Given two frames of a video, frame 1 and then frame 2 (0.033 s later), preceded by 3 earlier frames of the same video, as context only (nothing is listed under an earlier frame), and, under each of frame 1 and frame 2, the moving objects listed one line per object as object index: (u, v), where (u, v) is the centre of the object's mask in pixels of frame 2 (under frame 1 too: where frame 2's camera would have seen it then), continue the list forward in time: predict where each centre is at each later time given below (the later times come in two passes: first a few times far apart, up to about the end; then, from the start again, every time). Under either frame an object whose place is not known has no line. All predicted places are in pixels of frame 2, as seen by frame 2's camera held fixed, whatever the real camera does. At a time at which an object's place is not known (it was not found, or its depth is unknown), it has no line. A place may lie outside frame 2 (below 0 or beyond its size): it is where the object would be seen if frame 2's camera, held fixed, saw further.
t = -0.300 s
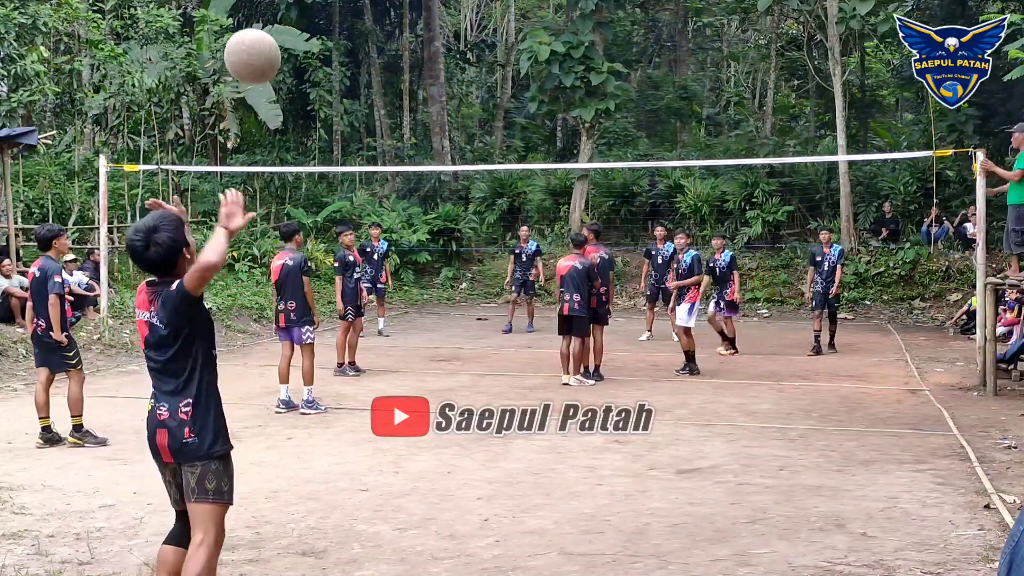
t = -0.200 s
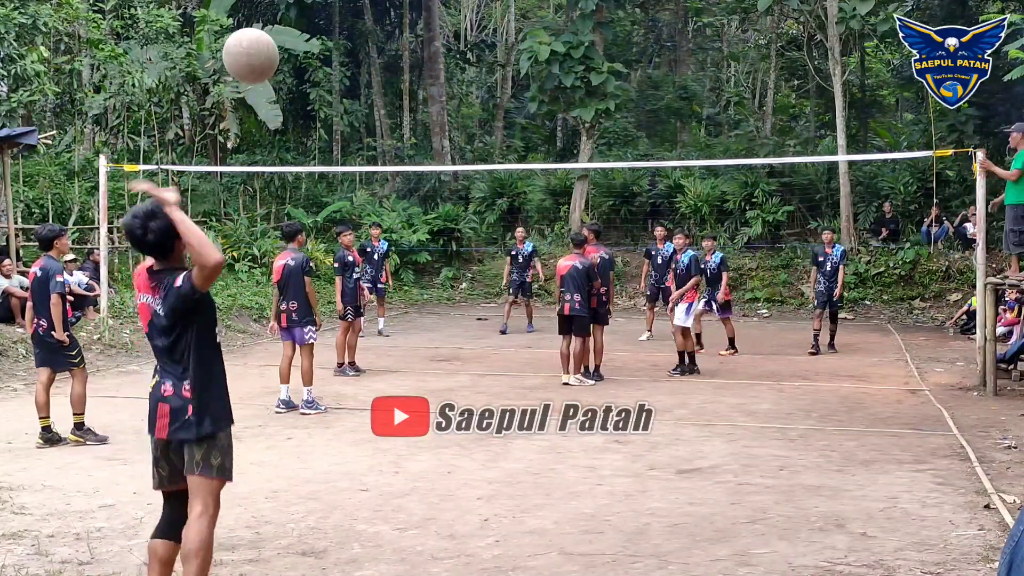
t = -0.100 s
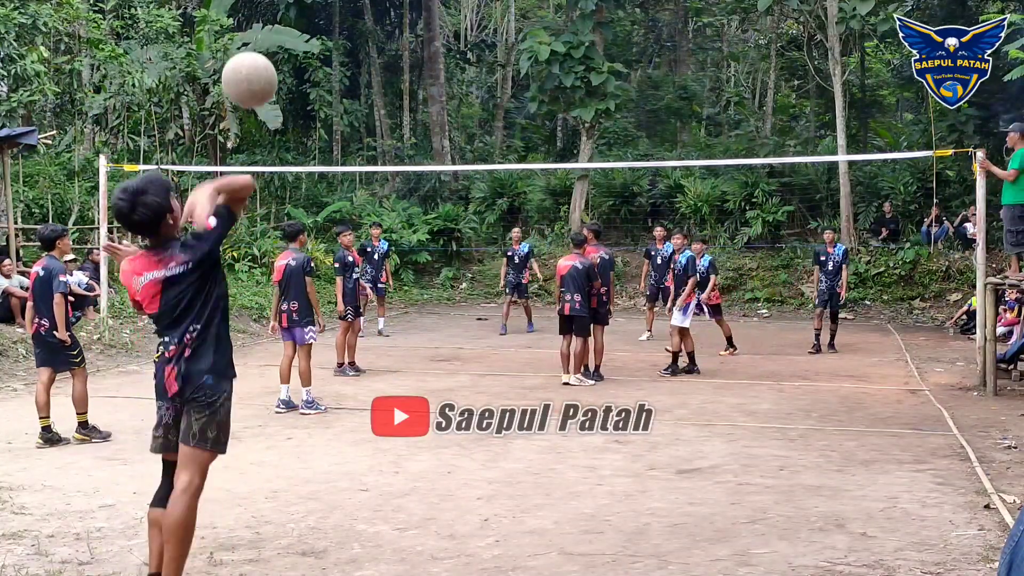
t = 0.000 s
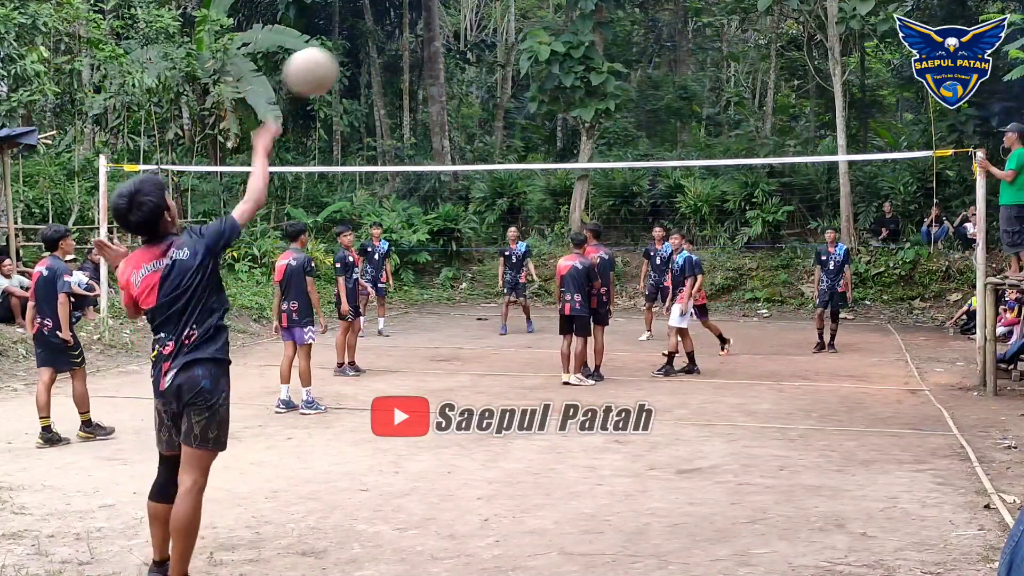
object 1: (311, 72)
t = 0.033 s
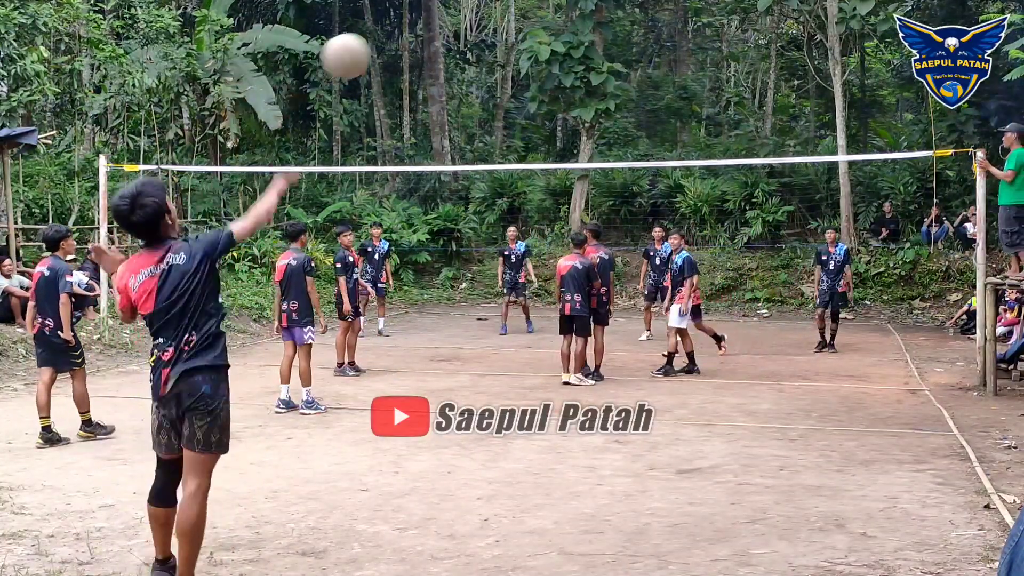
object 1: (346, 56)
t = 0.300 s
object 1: (510, 25)
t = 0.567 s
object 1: (591, 71)
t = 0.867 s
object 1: (652, 150)
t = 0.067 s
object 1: (376, 44)
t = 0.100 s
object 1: (401, 36)
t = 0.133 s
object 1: (425, 29)
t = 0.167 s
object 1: (444, 25)
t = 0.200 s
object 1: (464, 23)
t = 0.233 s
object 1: (480, 23)
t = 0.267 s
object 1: (496, 23)
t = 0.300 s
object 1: (510, 25)
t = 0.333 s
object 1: (523, 28)
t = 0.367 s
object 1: (534, 32)
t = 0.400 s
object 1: (545, 37)
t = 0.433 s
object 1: (555, 43)
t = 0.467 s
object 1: (565, 49)
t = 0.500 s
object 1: (574, 56)
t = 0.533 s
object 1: (583, 63)
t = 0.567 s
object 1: (591, 71)
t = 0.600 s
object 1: (599, 79)
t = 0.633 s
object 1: (607, 87)
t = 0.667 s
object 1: (614, 94)
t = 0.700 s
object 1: (621, 103)
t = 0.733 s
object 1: (628, 112)
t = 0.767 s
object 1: (634, 121)
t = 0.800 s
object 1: (641, 131)
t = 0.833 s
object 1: (647, 140)
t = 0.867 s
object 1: (652, 150)
